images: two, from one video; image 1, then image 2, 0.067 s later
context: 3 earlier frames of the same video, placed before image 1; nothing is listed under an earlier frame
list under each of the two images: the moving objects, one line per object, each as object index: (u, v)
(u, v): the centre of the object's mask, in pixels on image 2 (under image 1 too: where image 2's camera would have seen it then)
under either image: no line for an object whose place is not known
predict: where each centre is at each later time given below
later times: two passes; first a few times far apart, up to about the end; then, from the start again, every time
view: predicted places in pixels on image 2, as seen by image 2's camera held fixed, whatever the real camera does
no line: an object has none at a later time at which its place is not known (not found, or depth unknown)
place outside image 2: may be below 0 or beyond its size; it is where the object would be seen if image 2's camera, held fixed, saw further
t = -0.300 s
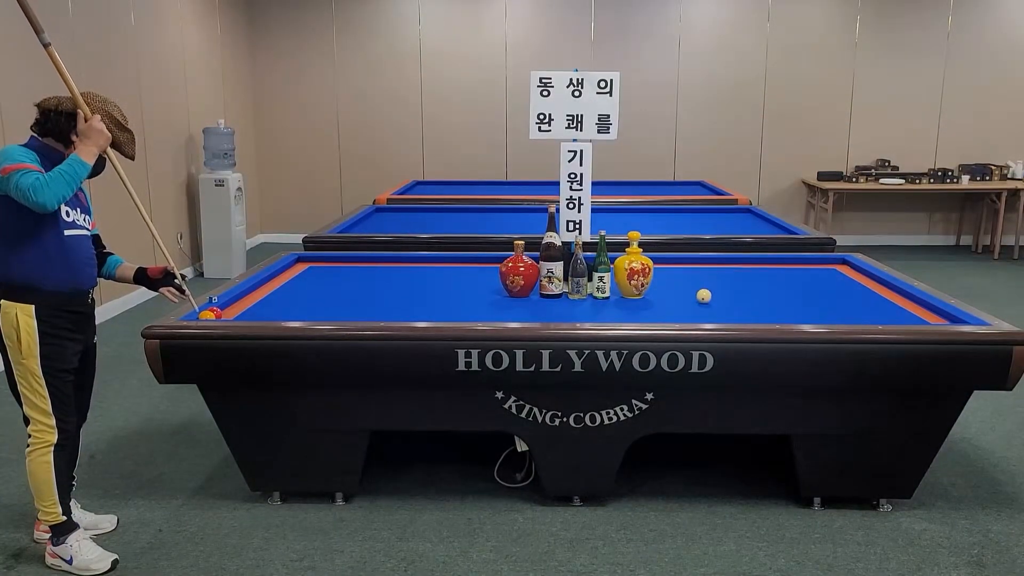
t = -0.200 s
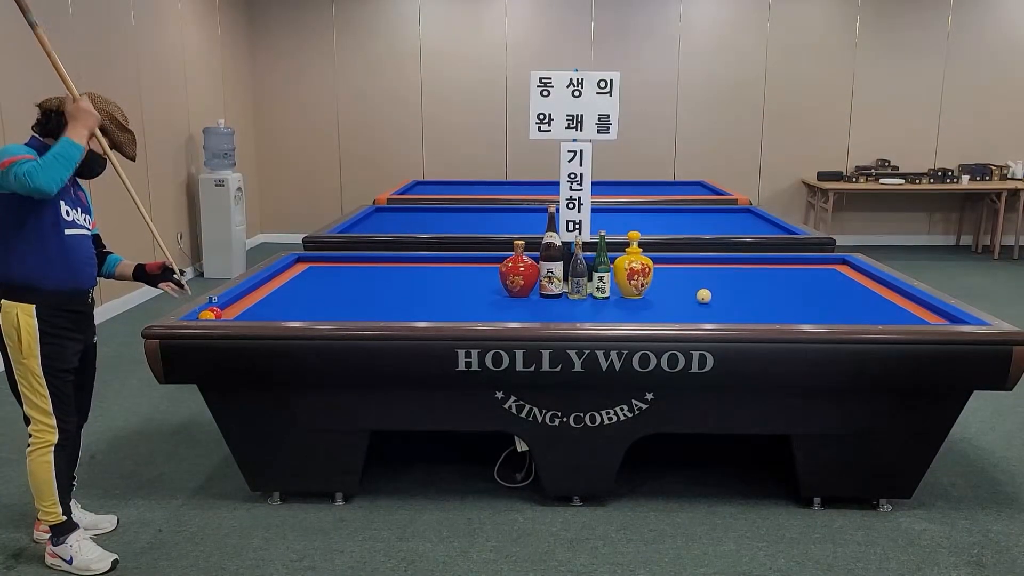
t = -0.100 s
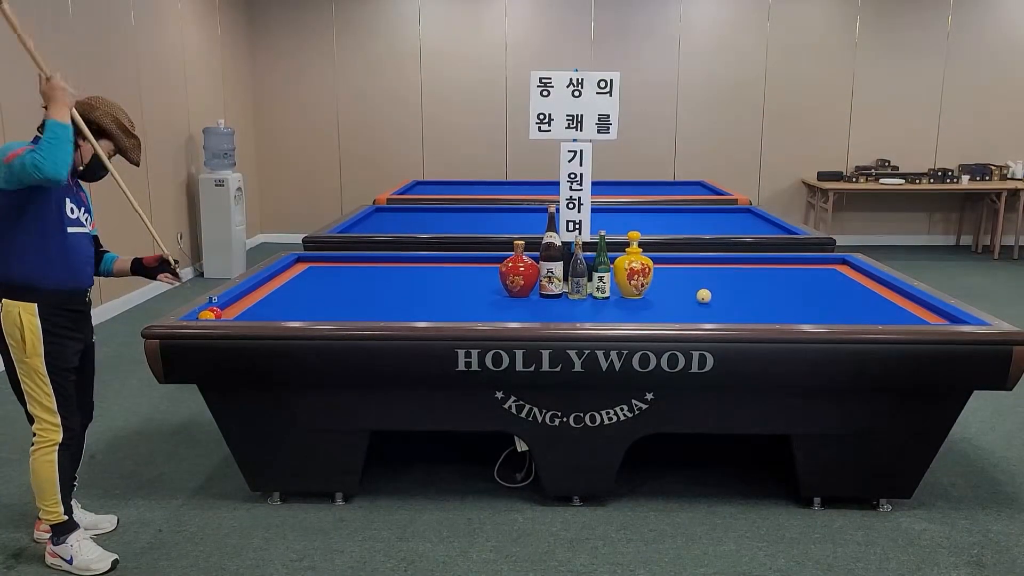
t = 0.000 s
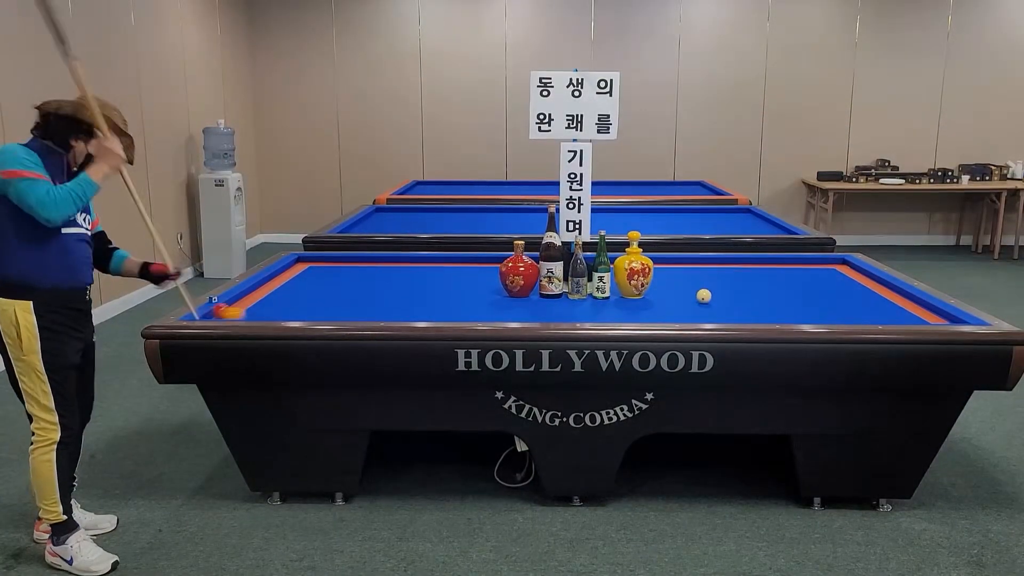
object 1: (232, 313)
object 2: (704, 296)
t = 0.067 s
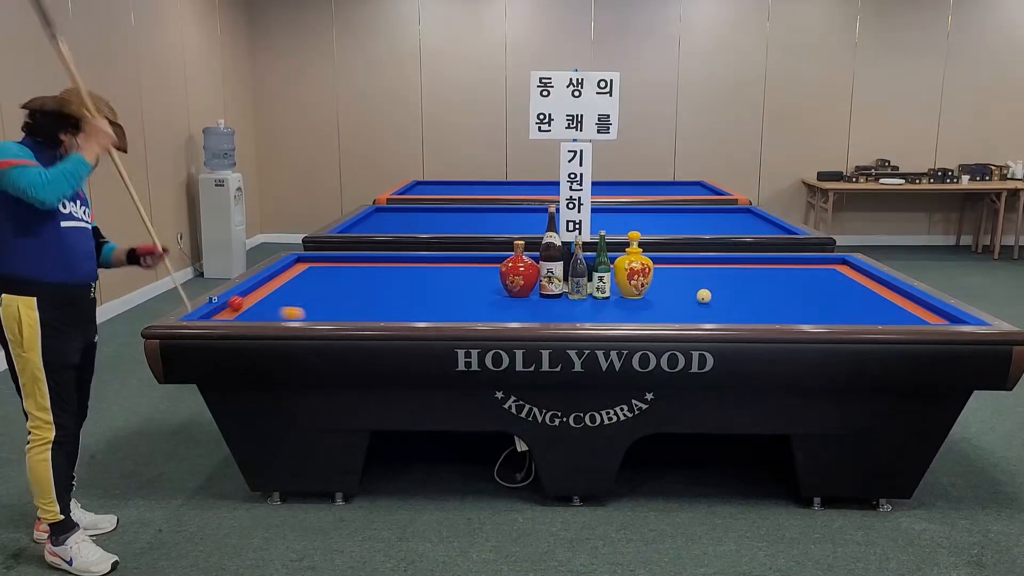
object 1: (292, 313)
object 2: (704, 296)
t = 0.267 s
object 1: (466, 313)
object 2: (704, 296)
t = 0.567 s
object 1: (711, 306)
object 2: (703, 295)
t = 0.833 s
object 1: (915, 301)
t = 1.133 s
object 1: (736, 299)
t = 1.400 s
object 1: (609, 299)
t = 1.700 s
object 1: (488, 297)
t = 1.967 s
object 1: (383, 296)
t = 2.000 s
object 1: (370, 296)
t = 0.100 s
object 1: (322, 315)
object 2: (704, 296)
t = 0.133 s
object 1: (351, 314)
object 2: (704, 296)
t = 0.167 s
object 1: (379, 314)
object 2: (704, 296)
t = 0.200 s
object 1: (409, 314)
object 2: (703, 296)
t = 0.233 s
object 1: (437, 313)
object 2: (704, 296)
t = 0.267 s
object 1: (466, 313)
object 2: (704, 296)
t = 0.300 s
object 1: (494, 312)
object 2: (704, 296)
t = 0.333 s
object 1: (522, 312)
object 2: (704, 296)
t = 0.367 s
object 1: (549, 311)
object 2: (704, 296)
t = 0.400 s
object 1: (576, 310)
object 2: (704, 296)
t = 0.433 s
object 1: (603, 309)
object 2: (704, 296)
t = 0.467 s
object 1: (630, 309)
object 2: (704, 296)
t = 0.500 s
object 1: (657, 308)
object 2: (704, 296)
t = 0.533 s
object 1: (683, 307)
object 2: (704, 296)
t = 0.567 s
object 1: (711, 306)
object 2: (703, 295)
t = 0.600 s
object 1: (737, 306)
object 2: (704, 296)
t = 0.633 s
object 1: (763, 305)
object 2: (704, 296)
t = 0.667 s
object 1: (789, 304)
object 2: (704, 296)
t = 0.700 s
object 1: (815, 303)
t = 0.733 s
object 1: (840, 303)
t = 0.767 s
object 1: (865, 302)
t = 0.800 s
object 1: (889, 301)
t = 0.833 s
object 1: (915, 301)
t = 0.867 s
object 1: (901, 300)
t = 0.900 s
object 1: (877, 300)
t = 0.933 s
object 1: (856, 300)
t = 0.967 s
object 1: (834, 300)
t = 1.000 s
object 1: (814, 300)
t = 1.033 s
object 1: (794, 300)
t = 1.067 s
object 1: (774, 300)
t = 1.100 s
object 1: (754, 300)
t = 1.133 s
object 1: (736, 299)
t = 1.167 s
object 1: (719, 300)
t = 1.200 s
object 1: (701, 299)
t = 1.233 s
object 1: (684, 299)
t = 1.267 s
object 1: (668, 299)
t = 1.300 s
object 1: (652, 299)
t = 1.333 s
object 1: (638, 299)
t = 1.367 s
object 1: (623, 299)
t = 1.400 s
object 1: (609, 299)
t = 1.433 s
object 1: (596, 299)
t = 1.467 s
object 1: (581, 298)
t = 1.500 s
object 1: (568, 299)
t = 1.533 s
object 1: (555, 298)
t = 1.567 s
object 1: (541, 298)
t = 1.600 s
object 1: (528, 298)
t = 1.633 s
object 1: (515, 298)
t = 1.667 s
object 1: (501, 298)
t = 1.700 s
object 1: (488, 297)
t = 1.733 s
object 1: (474, 297)
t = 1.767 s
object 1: (461, 297)
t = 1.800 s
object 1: (448, 297)
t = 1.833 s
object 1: (435, 297)
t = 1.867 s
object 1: (422, 297)
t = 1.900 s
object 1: (409, 297)
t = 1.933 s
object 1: (396, 297)
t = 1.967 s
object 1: (383, 296)
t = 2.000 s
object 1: (370, 296)
